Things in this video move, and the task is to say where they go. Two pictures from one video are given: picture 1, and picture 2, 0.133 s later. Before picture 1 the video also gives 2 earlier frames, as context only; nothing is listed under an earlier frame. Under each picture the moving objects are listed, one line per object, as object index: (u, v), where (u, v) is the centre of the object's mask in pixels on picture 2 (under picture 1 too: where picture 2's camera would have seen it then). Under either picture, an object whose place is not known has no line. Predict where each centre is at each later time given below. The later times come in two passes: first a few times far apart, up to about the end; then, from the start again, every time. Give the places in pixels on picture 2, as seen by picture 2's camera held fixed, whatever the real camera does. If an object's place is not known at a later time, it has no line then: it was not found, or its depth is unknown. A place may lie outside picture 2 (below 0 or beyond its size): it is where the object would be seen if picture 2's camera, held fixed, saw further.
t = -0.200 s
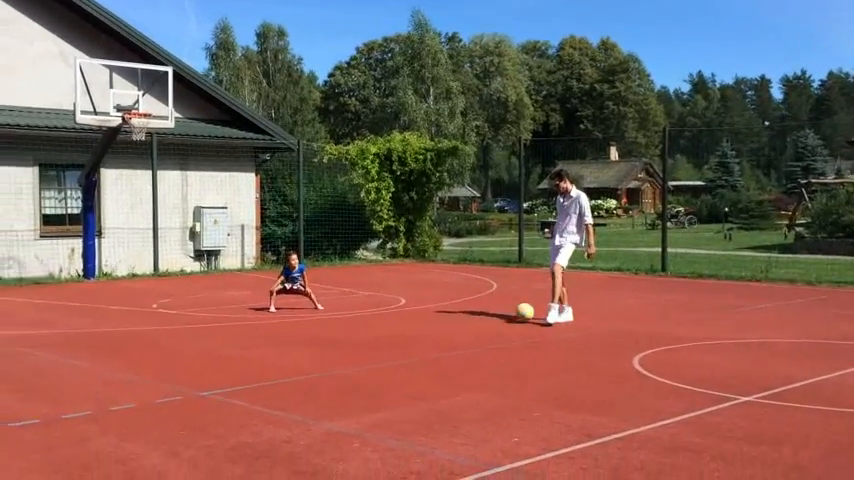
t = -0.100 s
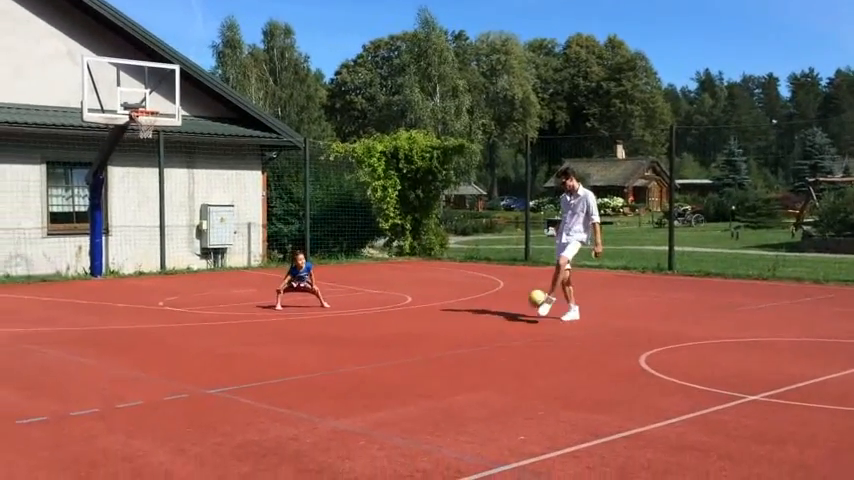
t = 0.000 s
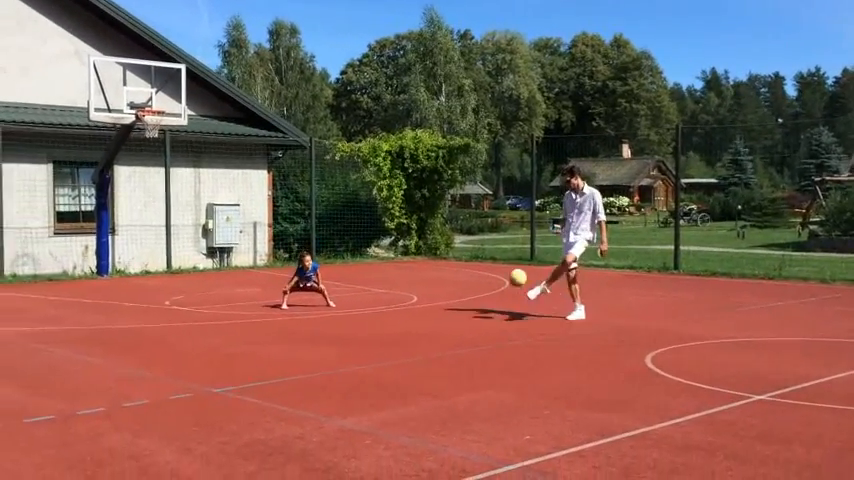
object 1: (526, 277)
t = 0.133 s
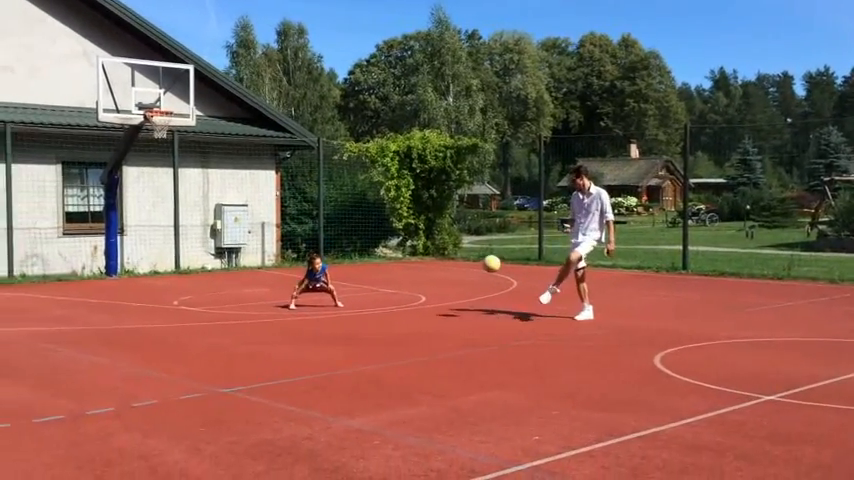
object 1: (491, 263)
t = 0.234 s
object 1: (467, 261)
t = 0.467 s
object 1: (412, 289)
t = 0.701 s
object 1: (373, 283)
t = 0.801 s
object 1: (359, 276)
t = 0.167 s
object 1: (483, 262)
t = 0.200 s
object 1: (475, 261)
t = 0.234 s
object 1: (467, 261)
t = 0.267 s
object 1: (459, 263)
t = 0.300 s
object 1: (450, 265)
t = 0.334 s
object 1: (443, 268)
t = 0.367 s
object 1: (435, 272)
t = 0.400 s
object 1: (427, 277)
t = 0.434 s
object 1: (419, 282)
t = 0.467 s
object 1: (412, 289)
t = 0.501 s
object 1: (404, 296)
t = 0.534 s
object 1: (396, 304)
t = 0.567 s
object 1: (391, 303)
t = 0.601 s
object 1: (386, 297)
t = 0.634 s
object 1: (382, 291)
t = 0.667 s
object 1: (377, 286)
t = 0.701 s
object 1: (373, 283)
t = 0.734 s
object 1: (368, 280)
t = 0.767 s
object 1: (364, 278)
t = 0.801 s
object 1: (359, 276)
